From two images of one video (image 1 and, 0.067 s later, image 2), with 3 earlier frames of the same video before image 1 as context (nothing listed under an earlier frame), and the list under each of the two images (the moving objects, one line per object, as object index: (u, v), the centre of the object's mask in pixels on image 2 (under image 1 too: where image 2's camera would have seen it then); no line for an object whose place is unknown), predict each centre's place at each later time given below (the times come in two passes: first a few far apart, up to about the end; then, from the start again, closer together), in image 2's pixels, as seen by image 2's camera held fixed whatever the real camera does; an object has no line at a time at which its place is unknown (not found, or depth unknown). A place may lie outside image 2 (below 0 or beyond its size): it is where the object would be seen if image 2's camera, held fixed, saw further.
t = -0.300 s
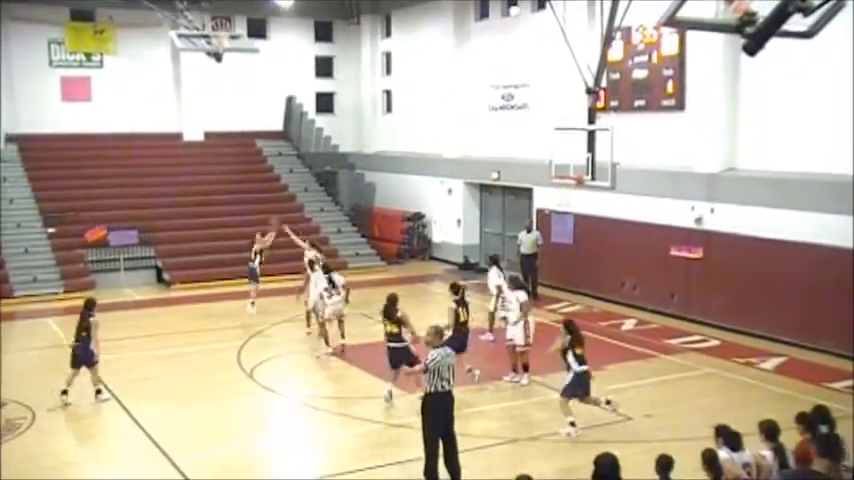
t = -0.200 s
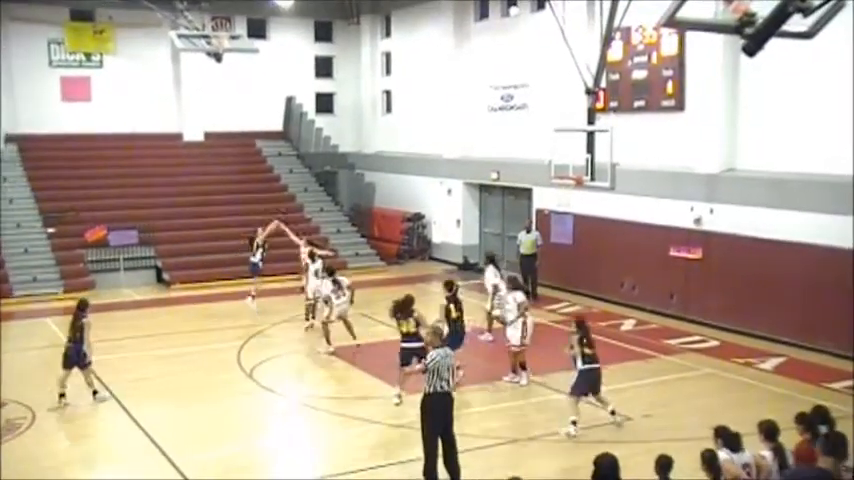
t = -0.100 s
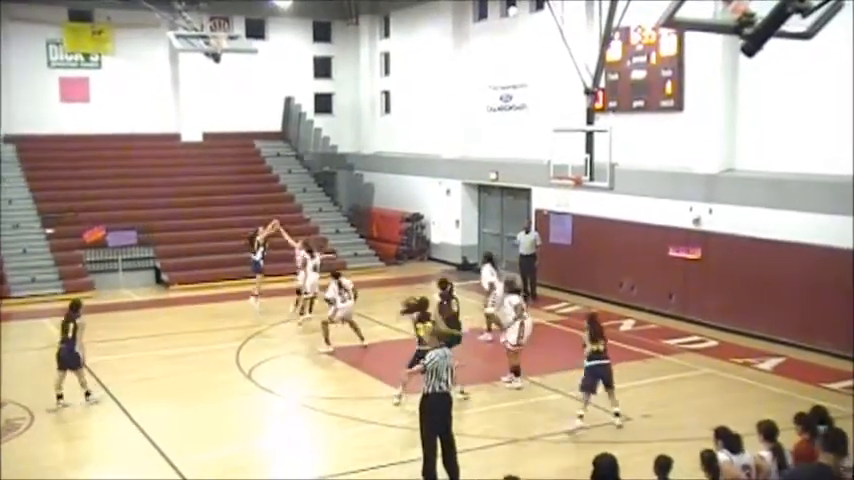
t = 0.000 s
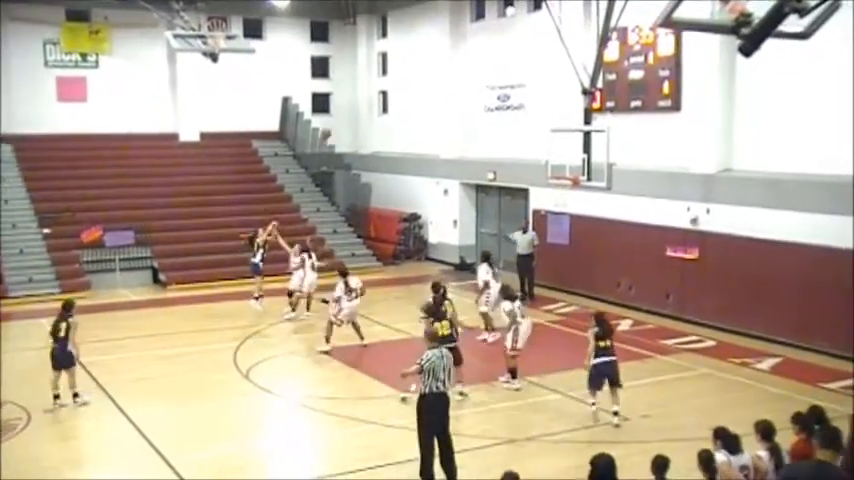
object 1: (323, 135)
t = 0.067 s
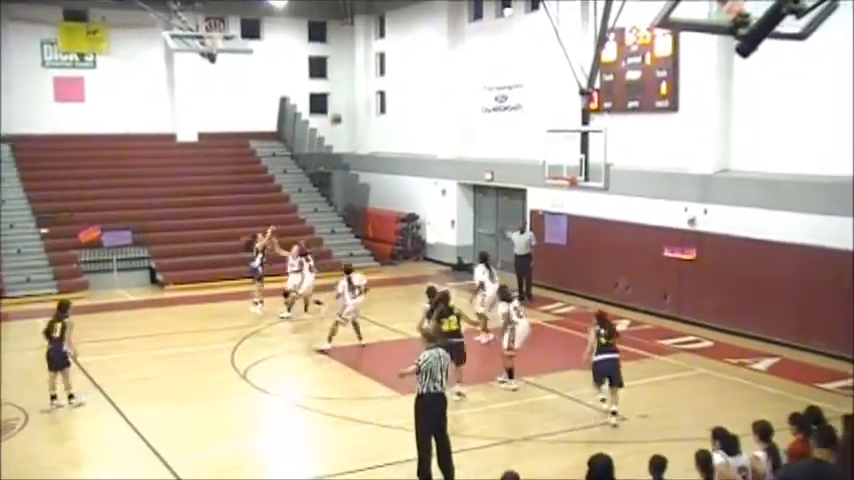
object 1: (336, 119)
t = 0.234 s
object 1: (368, 91)
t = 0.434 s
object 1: (409, 75)
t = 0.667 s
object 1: (456, 81)
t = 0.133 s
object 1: (348, 106)
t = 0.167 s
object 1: (355, 100)
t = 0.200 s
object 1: (362, 95)
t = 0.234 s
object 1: (368, 91)
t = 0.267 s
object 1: (375, 87)
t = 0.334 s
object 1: (389, 80)
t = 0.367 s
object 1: (395, 78)
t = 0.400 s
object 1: (402, 76)
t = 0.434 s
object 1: (409, 75)
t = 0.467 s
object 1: (415, 74)
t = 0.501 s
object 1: (422, 74)
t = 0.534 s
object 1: (429, 74)
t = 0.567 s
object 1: (437, 75)
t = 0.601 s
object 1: (443, 76)
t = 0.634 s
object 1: (450, 79)
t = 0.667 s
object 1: (456, 81)
